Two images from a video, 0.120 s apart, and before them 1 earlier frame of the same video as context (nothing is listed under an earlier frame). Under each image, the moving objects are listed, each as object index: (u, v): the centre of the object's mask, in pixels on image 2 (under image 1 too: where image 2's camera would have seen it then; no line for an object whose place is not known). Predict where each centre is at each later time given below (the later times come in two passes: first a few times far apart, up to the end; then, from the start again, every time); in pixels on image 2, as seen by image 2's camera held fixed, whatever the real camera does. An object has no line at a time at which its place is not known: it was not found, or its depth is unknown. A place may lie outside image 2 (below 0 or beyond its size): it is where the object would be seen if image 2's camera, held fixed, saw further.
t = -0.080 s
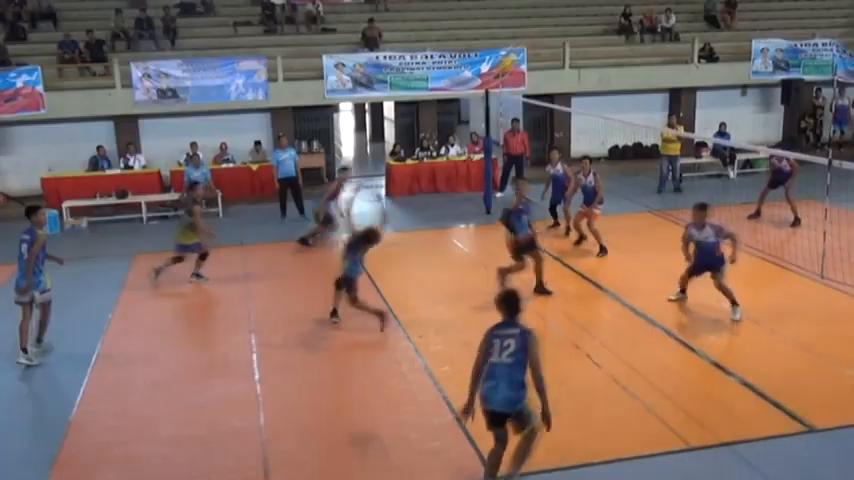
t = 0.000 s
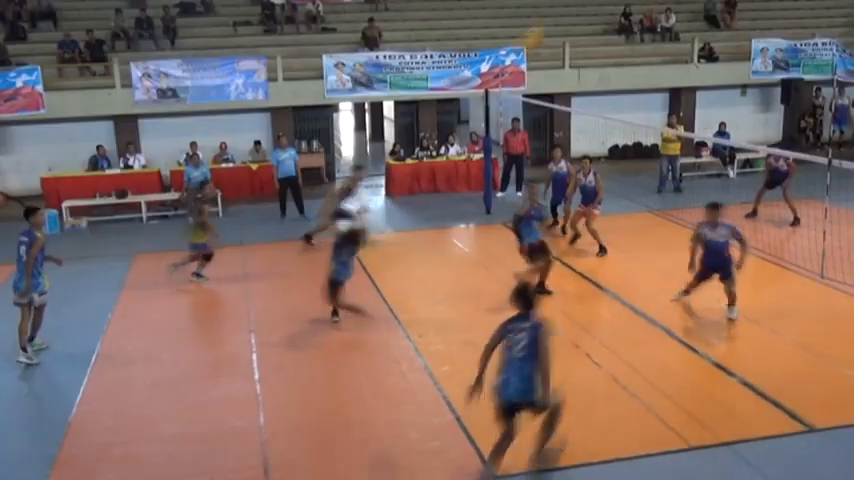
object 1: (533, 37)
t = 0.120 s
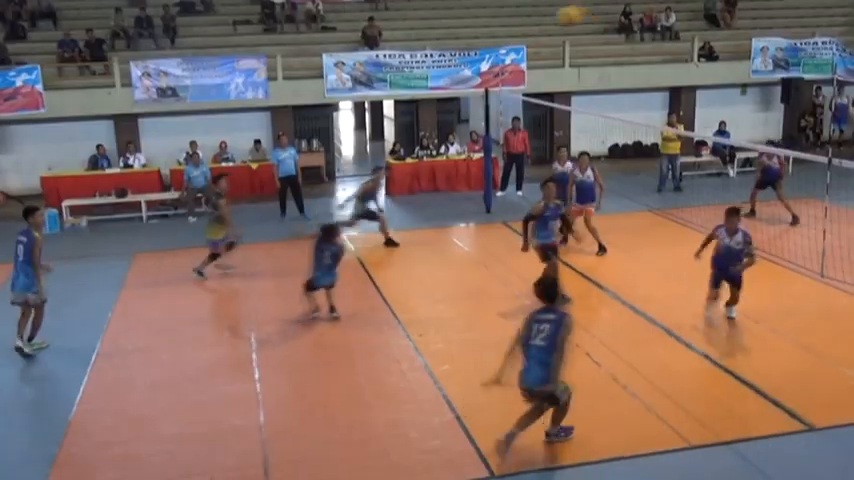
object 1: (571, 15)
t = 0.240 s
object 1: (612, 7)
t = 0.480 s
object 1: (700, 31)
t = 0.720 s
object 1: (790, 127)
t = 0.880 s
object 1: (812, 204)
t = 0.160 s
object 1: (582, 10)
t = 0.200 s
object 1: (598, 7)
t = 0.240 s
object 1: (612, 7)
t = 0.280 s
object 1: (626, 7)
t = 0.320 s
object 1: (641, 6)
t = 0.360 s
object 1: (654, 5)
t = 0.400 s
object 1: (673, 12)
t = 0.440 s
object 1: (688, 22)
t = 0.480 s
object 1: (700, 31)
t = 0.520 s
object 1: (714, 39)
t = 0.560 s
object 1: (727, 50)
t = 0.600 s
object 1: (741, 67)
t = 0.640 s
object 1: (762, 91)
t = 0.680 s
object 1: (774, 106)
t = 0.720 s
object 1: (790, 127)
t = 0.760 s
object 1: (801, 139)
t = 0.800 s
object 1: (817, 170)
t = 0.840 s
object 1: (817, 186)
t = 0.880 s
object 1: (812, 204)
